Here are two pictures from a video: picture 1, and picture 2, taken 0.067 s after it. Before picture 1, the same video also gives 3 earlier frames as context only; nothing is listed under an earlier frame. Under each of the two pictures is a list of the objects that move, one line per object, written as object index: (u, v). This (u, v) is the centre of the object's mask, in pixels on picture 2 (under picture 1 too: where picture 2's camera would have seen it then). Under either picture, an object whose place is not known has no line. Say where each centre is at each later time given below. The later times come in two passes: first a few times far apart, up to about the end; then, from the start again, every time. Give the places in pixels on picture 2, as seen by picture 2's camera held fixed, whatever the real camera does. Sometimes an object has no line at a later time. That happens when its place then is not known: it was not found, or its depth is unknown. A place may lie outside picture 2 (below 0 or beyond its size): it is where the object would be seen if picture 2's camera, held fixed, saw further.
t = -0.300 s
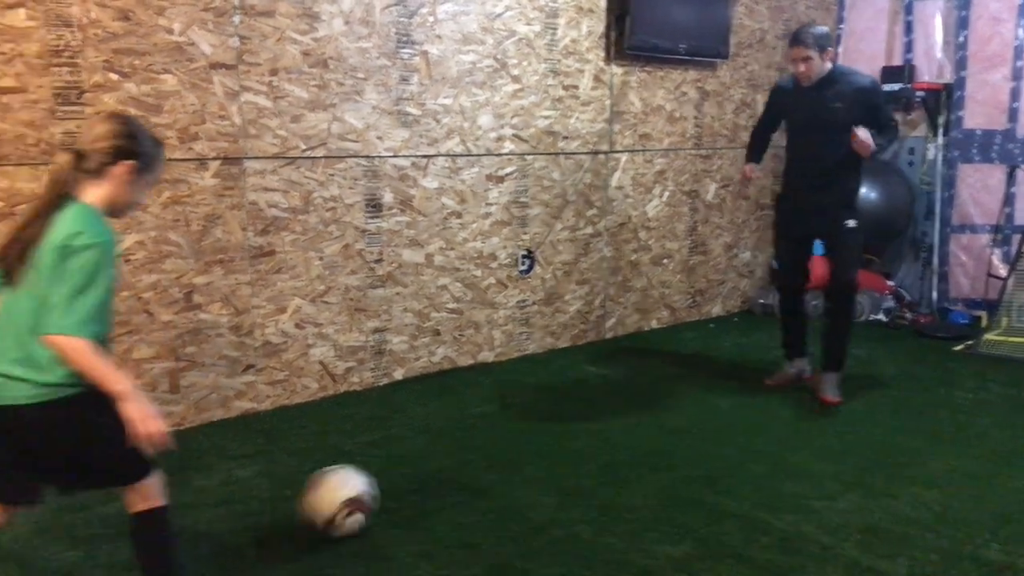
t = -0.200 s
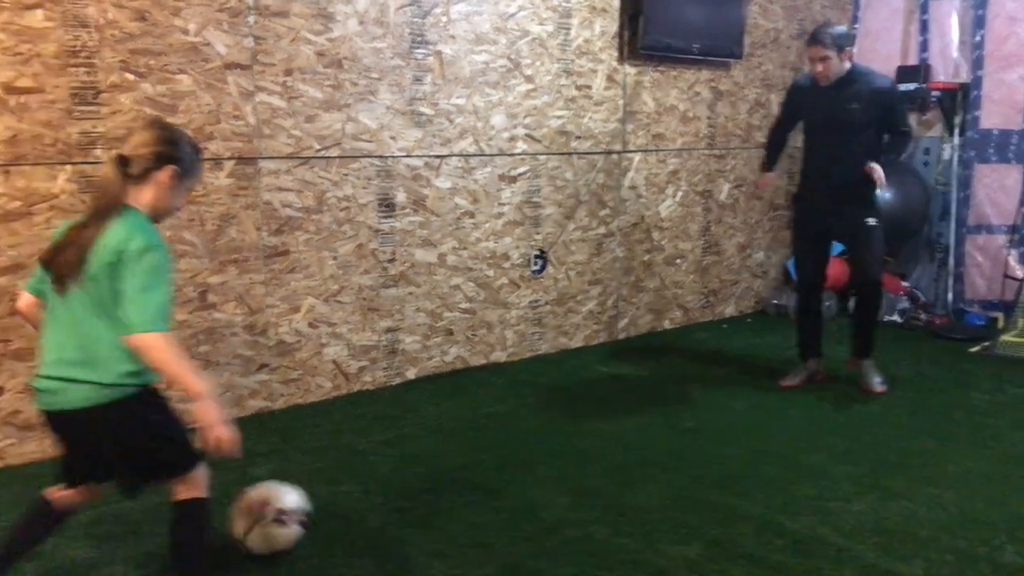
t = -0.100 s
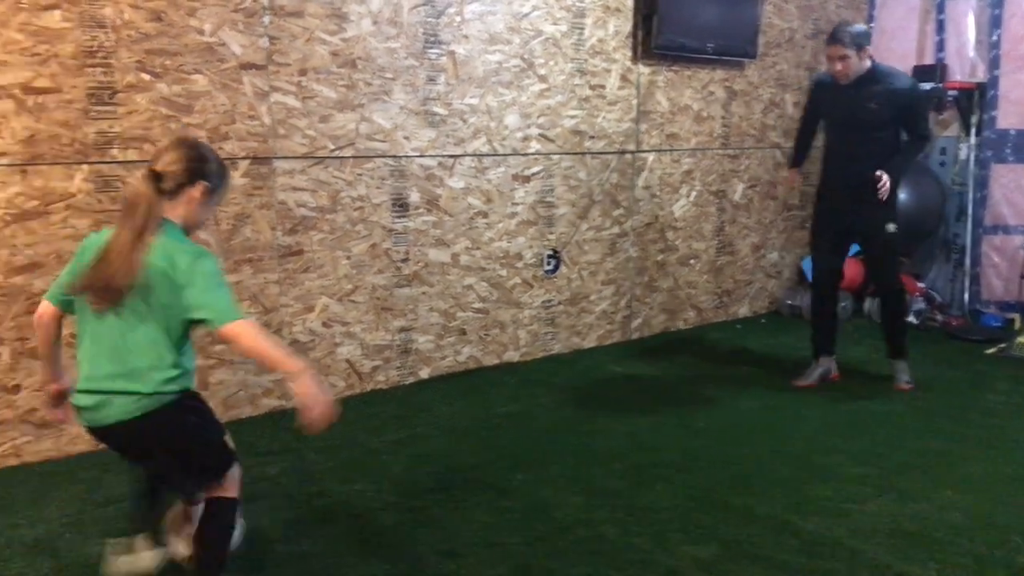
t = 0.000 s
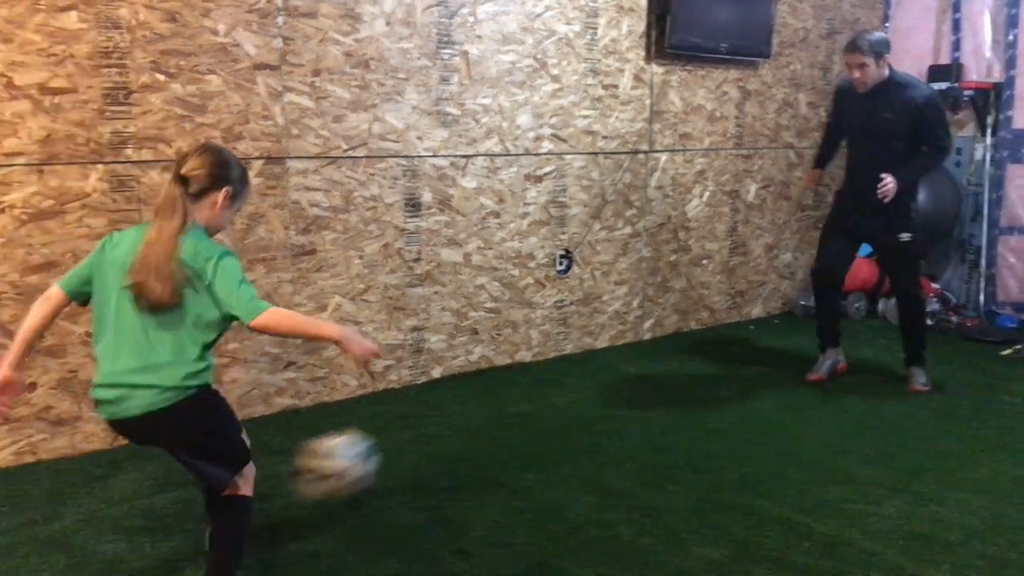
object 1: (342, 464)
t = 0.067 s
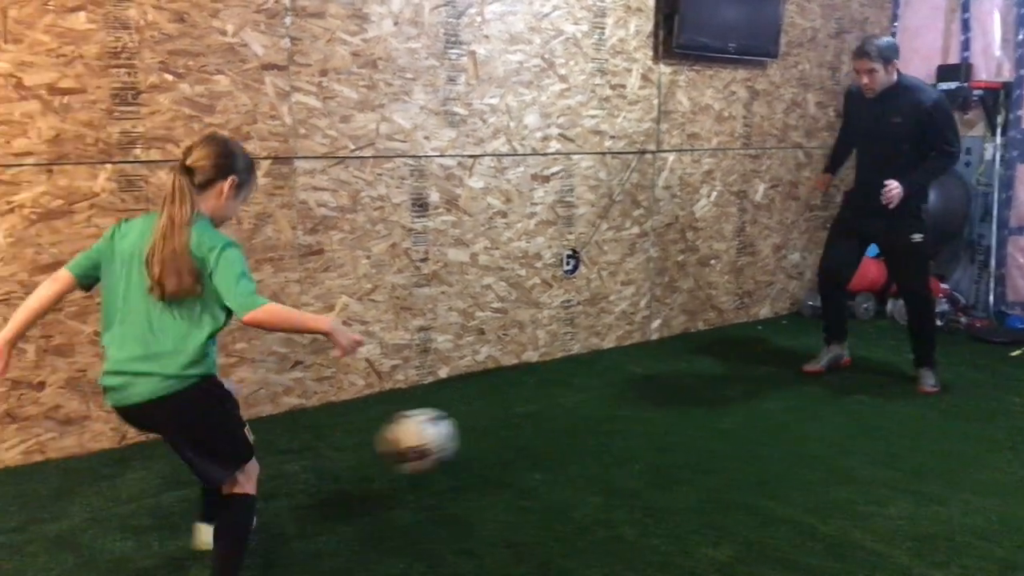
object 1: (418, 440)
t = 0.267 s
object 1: (567, 399)
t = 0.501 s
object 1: (652, 380)
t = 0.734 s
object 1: (692, 366)
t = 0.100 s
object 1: (451, 433)
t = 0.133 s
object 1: (483, 430)
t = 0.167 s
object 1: (512, 431)
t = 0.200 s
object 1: (535, 422)
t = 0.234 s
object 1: (551, 409)
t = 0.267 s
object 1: (567, 399)
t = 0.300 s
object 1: (582, 392)
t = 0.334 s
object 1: (597, 388)
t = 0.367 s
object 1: (611, 388)
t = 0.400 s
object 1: (624, 390)
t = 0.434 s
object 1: (637, 392)
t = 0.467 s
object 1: (646, 385)
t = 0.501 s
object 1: (652, 380)
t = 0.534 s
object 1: (658, 376)
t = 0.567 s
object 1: (663, 374)
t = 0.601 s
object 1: (670, 375)
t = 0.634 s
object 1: (676, 373)
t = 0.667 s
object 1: (682, 369)
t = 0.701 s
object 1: (687, 367)
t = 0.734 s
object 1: (692, 366)
